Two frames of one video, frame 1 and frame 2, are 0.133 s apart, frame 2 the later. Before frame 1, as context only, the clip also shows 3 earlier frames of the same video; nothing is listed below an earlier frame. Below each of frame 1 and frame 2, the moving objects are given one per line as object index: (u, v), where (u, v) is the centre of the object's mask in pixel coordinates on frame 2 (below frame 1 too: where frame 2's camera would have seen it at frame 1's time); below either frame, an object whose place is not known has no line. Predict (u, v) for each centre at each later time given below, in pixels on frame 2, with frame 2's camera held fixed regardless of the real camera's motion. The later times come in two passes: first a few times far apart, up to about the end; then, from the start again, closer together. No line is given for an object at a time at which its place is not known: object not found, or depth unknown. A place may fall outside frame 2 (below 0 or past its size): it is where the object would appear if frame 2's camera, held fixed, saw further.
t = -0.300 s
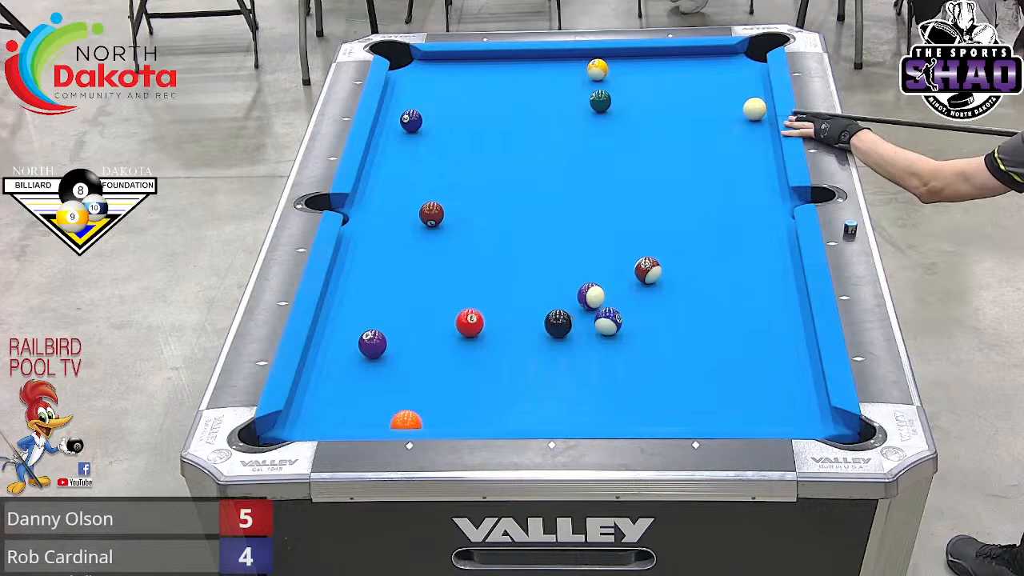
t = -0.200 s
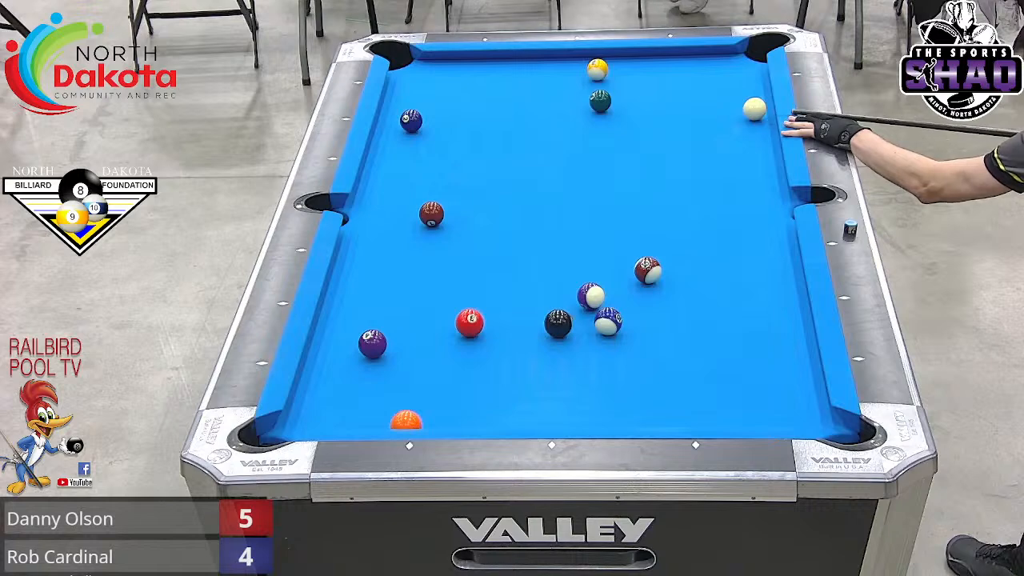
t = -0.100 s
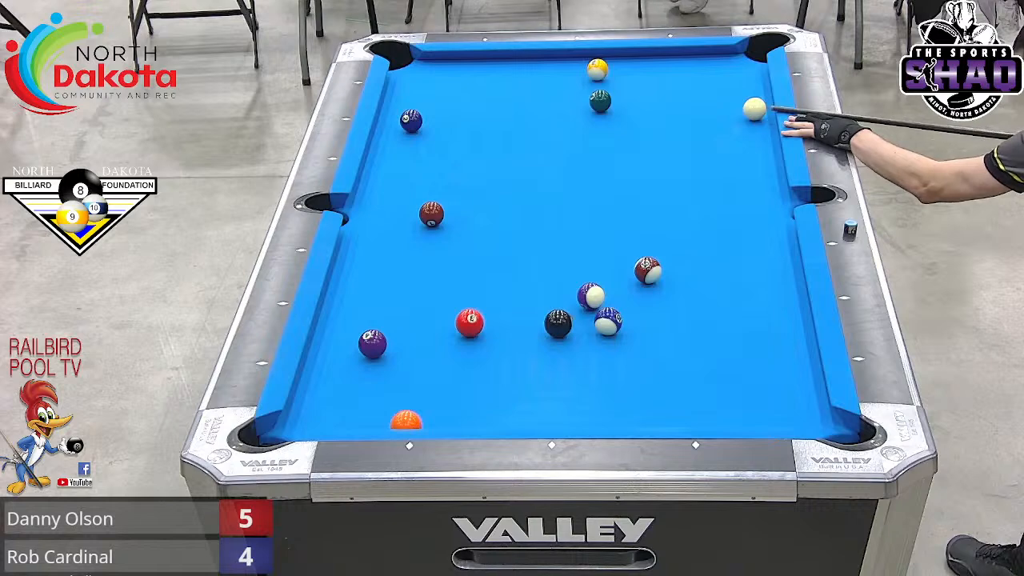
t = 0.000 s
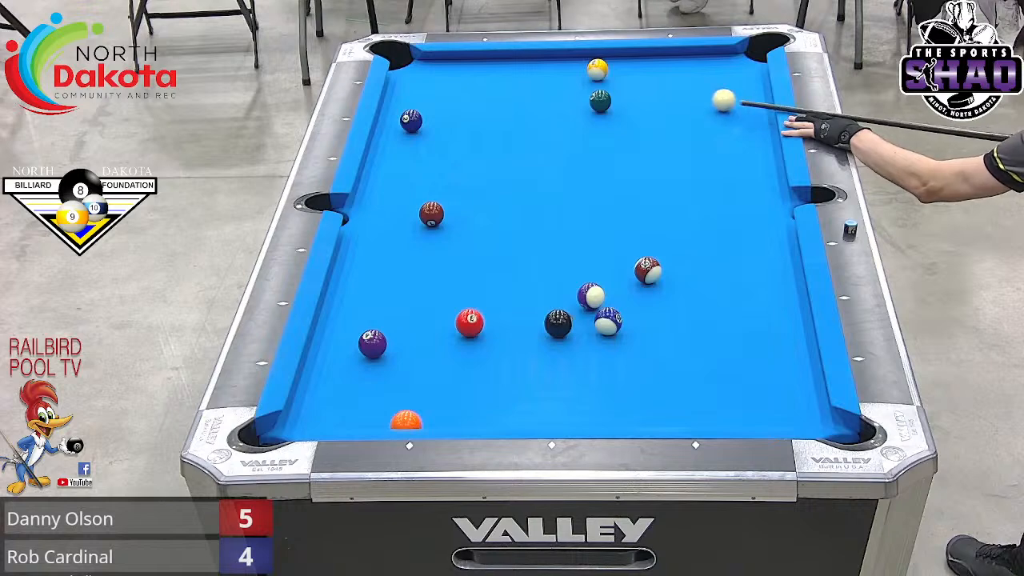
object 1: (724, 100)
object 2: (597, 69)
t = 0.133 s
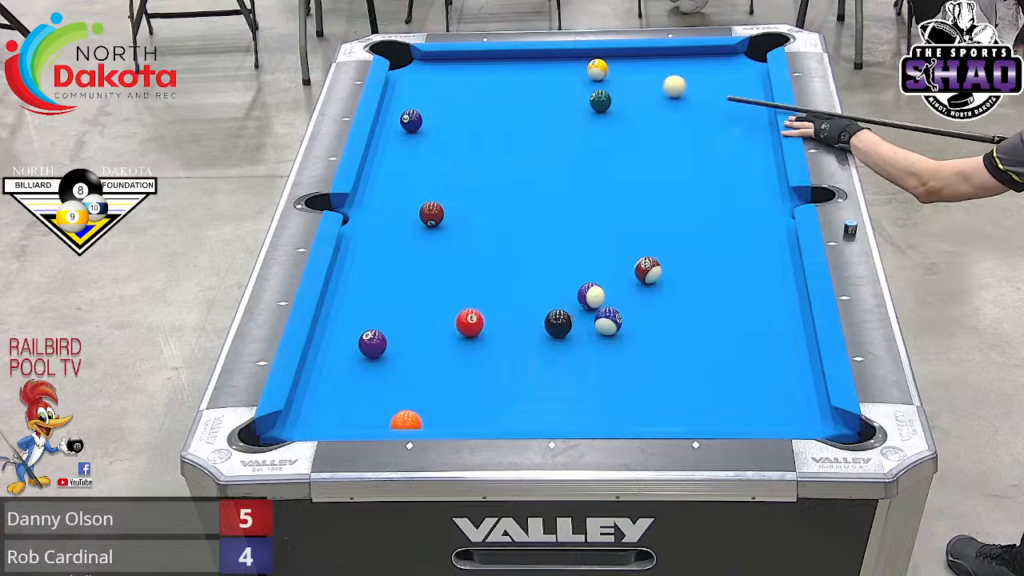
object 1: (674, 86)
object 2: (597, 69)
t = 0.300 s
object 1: (619, 70)
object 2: (595, 69)
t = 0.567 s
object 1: (607, 57)
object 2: (525, 65)
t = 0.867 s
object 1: (594, 72)
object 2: (457, 62)
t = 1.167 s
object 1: (581, 86)
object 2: (395, 59)
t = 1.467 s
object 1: (568, 100)
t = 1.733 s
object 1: (557, 111)
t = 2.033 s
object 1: (545, 124)
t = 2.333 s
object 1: (534, 136)
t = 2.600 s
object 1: (526, 146)
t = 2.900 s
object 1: (517, 157)
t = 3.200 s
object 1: (509, 166)
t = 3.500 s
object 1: (504, 175)
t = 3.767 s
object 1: (500, 182)
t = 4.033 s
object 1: (498, 187)
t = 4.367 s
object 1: (497, 193)
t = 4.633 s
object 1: (497, 196)
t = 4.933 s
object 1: (497, 199)
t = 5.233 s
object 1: (498, 200)
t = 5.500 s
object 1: (498, 200)
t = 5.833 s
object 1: (498, 200)
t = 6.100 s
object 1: (498, 200)
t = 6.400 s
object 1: (498, 200)
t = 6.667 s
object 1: (498, 200)
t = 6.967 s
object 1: (498, 200)
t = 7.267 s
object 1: (498, 200)
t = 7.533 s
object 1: (498, 200)
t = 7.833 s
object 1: (498, 200)
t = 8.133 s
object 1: (498, 201)
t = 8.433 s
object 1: (498, 201)
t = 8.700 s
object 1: (498, 201)
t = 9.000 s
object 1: (498, 201)
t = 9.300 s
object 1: (498, 201)
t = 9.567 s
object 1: (498, 201)
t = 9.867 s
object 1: (498, 201)
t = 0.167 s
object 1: (663, 83)
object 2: (597, 69)
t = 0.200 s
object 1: (651, 79)
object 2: (597, 69)
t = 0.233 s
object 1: (639, 76)
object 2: (597, 69)
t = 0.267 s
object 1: (628, 73)
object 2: (597, 69)
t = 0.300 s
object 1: (619, 70)
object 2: (595, 69)
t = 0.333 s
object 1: (619, 67)
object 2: (584, 68)
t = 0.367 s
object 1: (618, 64)
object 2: (574, 68)
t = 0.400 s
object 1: (616, 62)
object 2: (565, 67)
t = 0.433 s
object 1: (614, 60)
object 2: (556, 67)
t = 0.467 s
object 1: (612, 57)
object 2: (548, 67)
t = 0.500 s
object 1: (610, 54)
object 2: (540, 66)
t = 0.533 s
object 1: (608, 56)
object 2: (532, 66)
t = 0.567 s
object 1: (607, 57)
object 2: (525, 65)
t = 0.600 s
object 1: (605, 59)
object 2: (517, 65)
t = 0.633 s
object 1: (604, 61)
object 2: (510, 65)
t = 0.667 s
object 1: (603, 62)
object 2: (502, 64)
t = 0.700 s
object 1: (601, 64)
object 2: (495, 64)
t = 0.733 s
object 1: (600, 65)
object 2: (487, 63)
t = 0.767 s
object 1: (598, 67)
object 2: (479, 63)
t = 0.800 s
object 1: (597, 69)
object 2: (472, 62)
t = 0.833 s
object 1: (596, 70)
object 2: (465, 62)
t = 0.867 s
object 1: (594, 72)
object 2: (457, 62)
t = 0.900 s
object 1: (593, 73)
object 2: (450, 62)
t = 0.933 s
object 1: (591, 75)
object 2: (443, 61)
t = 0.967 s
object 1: (590, 76)
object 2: (436, 61)
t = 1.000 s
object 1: (588, 78)
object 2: (429, 61)
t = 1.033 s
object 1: (587, 80)
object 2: (422, 60)
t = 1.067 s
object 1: (585, 81)
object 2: (415, 60)
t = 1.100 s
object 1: (584, 83)
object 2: (408, 59)
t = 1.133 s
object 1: (582, 84)
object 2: (401, 59)
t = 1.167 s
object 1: (581, 86)
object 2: (395, 59)
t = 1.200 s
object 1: (580, 87)
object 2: (390, 58)
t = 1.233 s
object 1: (578, 89)
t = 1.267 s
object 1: (577, 90)
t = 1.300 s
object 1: (575, 92)
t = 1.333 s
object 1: (574, 94)
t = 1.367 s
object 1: (572, 95)
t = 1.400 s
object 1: (571, 97)
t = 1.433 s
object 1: (570, 98)
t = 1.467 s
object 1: (568, 100)
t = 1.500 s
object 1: (567, 101)
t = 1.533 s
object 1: (565, 103)
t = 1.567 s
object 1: (564, 104)
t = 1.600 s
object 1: (563, 105)
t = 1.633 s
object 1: (561, 107)
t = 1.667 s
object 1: (560, 108)
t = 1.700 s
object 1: (559, 110)
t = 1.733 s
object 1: (557, 111)
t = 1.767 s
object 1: (556, 113)
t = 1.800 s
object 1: (554, 114)
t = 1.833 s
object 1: (553, 115)
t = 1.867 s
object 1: (552, 117)
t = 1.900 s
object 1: (550, 118)
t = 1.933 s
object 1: (549, 120)
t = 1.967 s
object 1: (548, 121)
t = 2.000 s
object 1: (546, 122)
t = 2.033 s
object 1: (545, 124)
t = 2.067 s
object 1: (544, 125)
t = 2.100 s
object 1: (543, 127)
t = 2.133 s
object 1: (541, 128)
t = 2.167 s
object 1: (540, 129)
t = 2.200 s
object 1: (539, 131)
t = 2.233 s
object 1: (538, 132)
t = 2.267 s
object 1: (537, 133)
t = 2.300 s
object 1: (536, 135)
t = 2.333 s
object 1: (534, 136)
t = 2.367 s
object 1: (533, 137)
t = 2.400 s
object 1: (532, 138)
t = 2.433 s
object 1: (531, 140)
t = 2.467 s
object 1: (530, 141)
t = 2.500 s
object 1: (529, 142)
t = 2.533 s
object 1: (528, 144)
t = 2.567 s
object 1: (527, 145)
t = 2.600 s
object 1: (526, 146)
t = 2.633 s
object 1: (525, 147)
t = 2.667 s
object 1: (524, 148)
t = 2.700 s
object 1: (523, 150)
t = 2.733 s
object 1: (522, 151)
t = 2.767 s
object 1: (521, 152)
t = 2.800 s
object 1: (520, 153)
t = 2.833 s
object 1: (519, 154)
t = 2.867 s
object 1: (518, 155)
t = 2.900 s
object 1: (517, 157)
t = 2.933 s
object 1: (516, 158)
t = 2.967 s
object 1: (515, 159)
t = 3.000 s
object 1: (514, 160)
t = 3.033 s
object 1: (513, 161)
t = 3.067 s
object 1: (513, 162)
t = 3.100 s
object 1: (512, 163)
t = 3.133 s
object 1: (511, 164)
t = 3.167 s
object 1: (510, 165)
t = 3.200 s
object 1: (509, 166)
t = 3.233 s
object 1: (509, 167)
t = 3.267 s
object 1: (508, 168)
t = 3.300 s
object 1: (507, 169)
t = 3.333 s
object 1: (507, 170)
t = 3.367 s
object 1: (506, 171)
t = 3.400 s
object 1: (505, 172)
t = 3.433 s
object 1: (505, 173)
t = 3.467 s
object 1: (504, 174)
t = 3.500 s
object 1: (504, 175)
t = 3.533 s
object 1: (503, 176)
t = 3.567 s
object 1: (503, 176)
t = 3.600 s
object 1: (502, 177)
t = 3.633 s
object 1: (502, 178)
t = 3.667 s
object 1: (501, 179)
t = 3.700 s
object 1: (501, 180)
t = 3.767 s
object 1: (500, 182)
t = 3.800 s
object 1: (500, 182)
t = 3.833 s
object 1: (499, 183)
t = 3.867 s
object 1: (499, 184)
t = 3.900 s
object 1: (499, 184)
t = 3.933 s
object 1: (499, 185)
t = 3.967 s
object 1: (499, 186)
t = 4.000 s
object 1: (498, 187)
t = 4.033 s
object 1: (498, 187)
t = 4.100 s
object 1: (498, 188)
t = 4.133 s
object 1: (498, 189)
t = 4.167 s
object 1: (498, 190)
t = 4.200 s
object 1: (498, 190)
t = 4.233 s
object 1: (498, 191)
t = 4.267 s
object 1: (498, 191)
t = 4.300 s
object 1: (498, 192)
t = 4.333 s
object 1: (497, 192)
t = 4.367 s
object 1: (497, 193)
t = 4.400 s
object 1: (497, 193)
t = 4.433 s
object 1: (497, 194)
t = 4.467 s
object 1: (497, 194)
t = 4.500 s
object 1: (497, 195)
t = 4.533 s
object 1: (497, 195)
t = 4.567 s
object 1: (497, 196)
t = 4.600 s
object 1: (497, 196)
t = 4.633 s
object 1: (497, 196)
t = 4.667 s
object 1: (497, 197)
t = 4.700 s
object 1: (497, 197)
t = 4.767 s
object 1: (497, 198)
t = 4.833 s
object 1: (497, 198)
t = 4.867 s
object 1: (497, 199)
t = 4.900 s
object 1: (497, 199)
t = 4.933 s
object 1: (497, 199)
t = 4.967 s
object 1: (497, 199)
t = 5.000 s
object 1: (497, 199)
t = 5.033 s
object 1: (497, 200)
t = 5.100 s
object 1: (498, 200)
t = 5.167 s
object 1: (498, 200)
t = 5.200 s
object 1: (498, 200)
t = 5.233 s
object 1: (498, 200)
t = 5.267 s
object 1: (498, 200)
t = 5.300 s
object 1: (498, 200)
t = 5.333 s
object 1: (498, 200)
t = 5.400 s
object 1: (498, 200)
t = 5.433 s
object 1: (498, 200)
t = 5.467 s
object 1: (498, 200)
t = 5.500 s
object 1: (498, 200)
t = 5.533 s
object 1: (498, 200)
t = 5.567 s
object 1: (498, 200)
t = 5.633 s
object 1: (498, 200)
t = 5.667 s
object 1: (498, 200)
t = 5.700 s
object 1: (498, 200)
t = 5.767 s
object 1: (498, 200)
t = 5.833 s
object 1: (498, 200)
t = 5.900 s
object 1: (498, 200)
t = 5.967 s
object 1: (498, 200)
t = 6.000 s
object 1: (498, 200)
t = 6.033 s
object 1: (498, 200)
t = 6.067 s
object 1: (498, 200)
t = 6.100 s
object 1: (498, 200)
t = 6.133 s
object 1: (498, 200)
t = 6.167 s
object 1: (498, 200)
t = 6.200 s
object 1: (498, 200)
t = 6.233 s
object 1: (498, 200)
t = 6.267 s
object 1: (498, 200)
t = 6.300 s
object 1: (498, 200)
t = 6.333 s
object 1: (498, 200)
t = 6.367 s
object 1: (498, 200)
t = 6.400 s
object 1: (498, 200)
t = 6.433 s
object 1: (498, 200)
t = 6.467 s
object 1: (498, 200)
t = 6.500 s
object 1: (498, 200)
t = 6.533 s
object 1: (498, 200)
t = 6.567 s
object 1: (498, 200)
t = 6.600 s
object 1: (498, 200)
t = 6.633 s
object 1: (498, 200)
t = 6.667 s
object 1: (498, 200)
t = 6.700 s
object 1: (498, 200)
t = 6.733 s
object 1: (498, 200)
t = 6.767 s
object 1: (498, 200)
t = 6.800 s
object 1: (498, 200)
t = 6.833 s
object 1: (498, 200)
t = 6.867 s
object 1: (498, 200)
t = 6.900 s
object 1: (498, 200)
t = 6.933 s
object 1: (498, 200)
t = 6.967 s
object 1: (498, 200)
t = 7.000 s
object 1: (498, 200)
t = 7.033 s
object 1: (498, 200)
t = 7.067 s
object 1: (498, 200)
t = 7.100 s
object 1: (498, 200)
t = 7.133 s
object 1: (498, 200)
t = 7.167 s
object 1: (498, 200)
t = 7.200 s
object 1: (498, 200)
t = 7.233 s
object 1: (498, 200)
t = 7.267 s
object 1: (498, 200)
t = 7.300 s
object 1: (498, 200)
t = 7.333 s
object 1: (498, 200)
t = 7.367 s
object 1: (498, 200)
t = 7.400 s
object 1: (498, 200)
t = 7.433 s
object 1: (498, 200)
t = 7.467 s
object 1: (498, 200)
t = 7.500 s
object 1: (498, 200)
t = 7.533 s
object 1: (498, 200)
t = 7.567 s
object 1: (498, 200)
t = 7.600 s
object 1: (498, 200)
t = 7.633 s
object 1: (498, 200)
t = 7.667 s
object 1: (498, 200)
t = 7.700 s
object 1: (498, 200)
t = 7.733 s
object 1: (498, 200)
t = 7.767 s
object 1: (498, 200)
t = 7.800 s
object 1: (498, 200)
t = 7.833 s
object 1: (498, 200)
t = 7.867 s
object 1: (498, 200)
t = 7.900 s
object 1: (498, 200)
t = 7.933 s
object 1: (498, 201)
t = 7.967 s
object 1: (498, 201)
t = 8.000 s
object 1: (498, 200)
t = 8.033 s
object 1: (498, 201)
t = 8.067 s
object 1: (498, 201)
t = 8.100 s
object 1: (498, 201)
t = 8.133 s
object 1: (498, 201)
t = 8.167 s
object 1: (498, 200)
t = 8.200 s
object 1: (498, 201)
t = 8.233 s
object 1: (498, 201)
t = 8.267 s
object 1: (498, 201)
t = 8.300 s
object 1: (498, 201)
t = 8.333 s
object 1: (498, 201)
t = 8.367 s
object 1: (498, 201)
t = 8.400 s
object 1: (498, 201)
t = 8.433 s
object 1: (498, 201)
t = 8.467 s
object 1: (498, 201)
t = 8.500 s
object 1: (498, 201)
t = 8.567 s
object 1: (498, 201)
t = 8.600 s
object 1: (498, 201)
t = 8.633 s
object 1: (498, 201)
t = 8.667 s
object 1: (498, 201)
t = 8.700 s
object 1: (498, 201)
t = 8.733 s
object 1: (498, 201)
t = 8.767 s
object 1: (498, 201)
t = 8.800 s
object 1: (498, 201)
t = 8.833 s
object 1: (498, 201)
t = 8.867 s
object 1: (498, 201)
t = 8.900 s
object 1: (498, 201)
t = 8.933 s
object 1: (498, 201)
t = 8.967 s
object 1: (498, 201)
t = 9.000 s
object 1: (498, 201)
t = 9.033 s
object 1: (498, 201)
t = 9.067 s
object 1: (498, 201)
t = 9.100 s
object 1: (498, 201)
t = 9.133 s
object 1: (498, 201)
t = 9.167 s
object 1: (498, 201)
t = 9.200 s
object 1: (498, 201)
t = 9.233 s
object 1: (498, 201)
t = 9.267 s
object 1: (498, 201)
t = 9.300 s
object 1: (498, 201)
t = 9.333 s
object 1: (498, 201)
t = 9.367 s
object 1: (498, 201)
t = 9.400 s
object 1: (498, 201)
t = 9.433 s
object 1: (498, 201)
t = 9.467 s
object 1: (498, 201)
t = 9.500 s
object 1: (498, 201)
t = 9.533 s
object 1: (498, 201)
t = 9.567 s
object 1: (498, 201)
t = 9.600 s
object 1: (498, 201)
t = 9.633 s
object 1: (498, 201)
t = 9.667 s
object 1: (498, 201)
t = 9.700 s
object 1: (498, 201)
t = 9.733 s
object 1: (498, 201)
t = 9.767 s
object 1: (498, 201)
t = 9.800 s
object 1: (498, 201)
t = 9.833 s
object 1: (498, 201)
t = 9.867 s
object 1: (498, 201)
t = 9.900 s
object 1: (498, 201)
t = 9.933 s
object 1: (498, 201)
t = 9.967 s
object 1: (498, 201)
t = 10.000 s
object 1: (498, 201)
